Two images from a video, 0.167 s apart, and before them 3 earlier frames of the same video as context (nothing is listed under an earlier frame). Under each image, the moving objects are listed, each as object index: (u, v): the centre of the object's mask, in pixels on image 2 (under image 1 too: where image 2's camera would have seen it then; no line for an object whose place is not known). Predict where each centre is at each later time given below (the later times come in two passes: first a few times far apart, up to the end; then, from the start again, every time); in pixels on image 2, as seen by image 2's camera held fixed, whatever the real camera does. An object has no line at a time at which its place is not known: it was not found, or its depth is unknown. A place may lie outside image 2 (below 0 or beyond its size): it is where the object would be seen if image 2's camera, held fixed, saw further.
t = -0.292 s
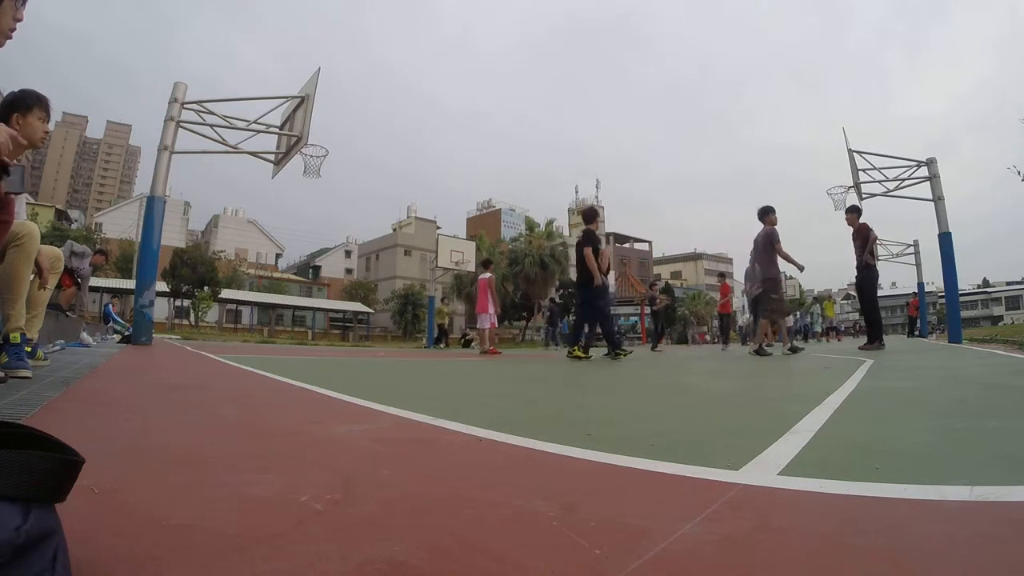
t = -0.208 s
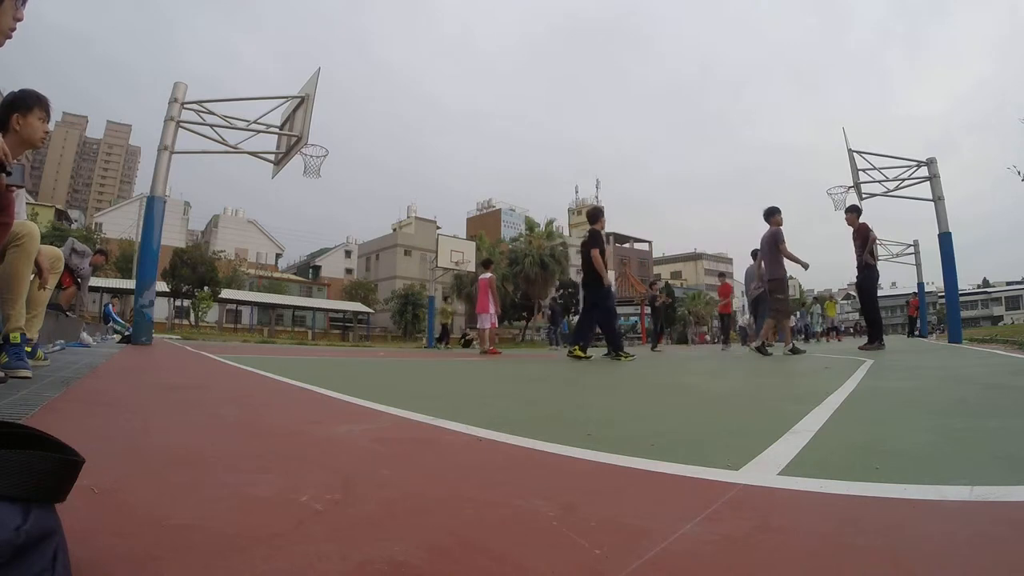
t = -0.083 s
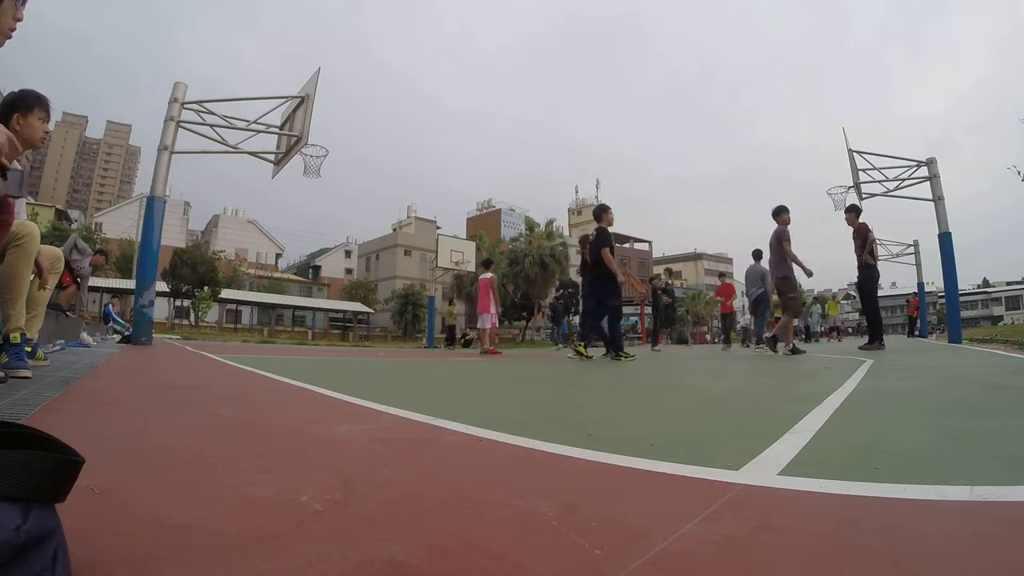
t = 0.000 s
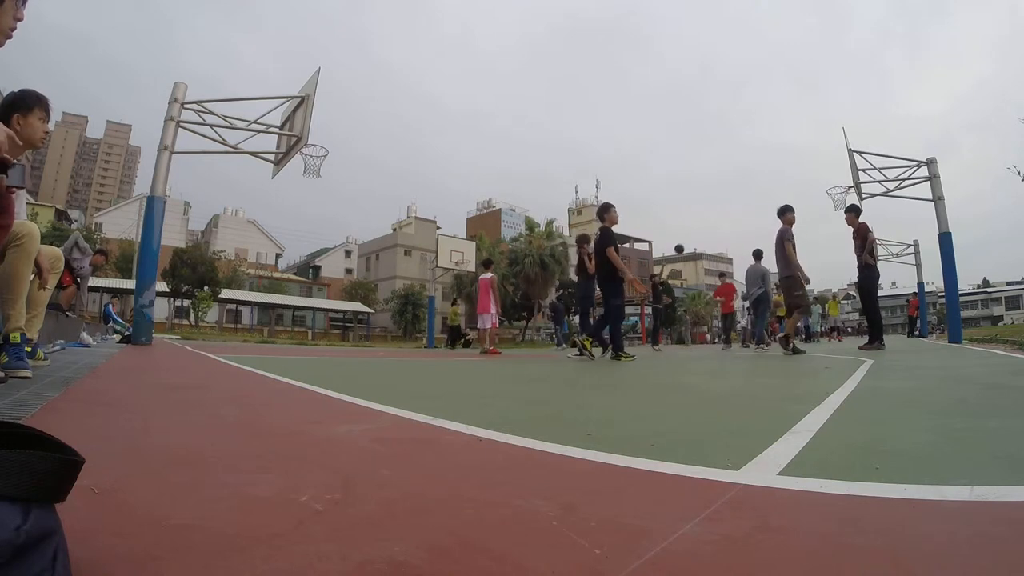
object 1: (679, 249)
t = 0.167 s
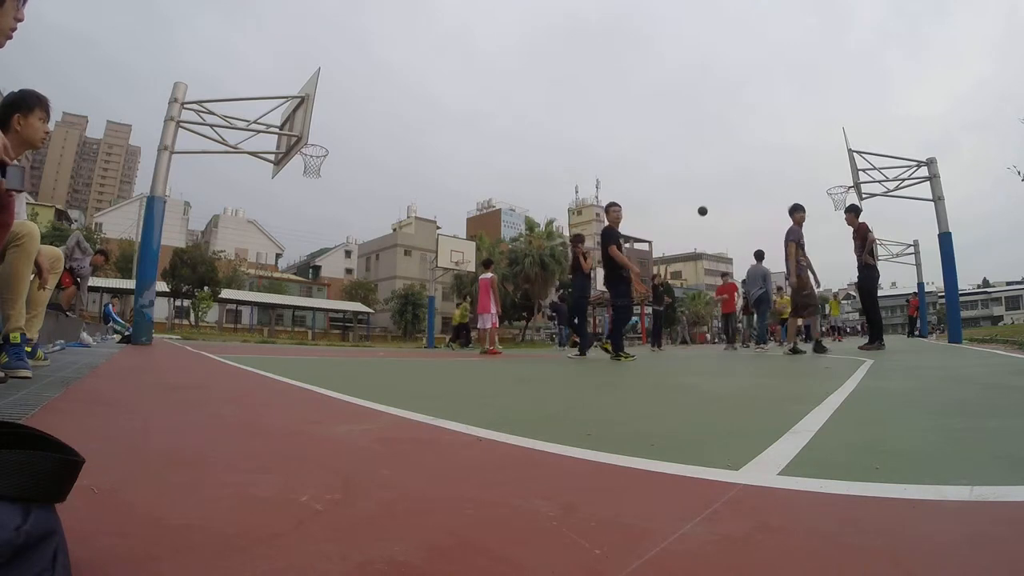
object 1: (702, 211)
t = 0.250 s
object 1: (714, 196)
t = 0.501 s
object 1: (752, 168)
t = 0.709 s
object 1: (787, 164)
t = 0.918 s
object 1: (827, 180)
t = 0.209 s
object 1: (708, 203)
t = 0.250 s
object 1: (714, 196)
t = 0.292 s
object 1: (720, 190)
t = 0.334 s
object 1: (726, 184)
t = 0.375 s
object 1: (733, 179)
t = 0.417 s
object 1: (739, 174)
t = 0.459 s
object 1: (746, 171)
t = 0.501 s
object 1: (752, 168)
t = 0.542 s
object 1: (759, 166)
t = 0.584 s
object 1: (766, 164)
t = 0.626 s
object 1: (773, 164)
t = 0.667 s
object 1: (780, 164)
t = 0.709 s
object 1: (787, 164)
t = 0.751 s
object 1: (795, 166)
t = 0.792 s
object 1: (803, 168)
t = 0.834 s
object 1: (811, 172)
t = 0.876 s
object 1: (819, 176)
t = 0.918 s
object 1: (827, 180)
